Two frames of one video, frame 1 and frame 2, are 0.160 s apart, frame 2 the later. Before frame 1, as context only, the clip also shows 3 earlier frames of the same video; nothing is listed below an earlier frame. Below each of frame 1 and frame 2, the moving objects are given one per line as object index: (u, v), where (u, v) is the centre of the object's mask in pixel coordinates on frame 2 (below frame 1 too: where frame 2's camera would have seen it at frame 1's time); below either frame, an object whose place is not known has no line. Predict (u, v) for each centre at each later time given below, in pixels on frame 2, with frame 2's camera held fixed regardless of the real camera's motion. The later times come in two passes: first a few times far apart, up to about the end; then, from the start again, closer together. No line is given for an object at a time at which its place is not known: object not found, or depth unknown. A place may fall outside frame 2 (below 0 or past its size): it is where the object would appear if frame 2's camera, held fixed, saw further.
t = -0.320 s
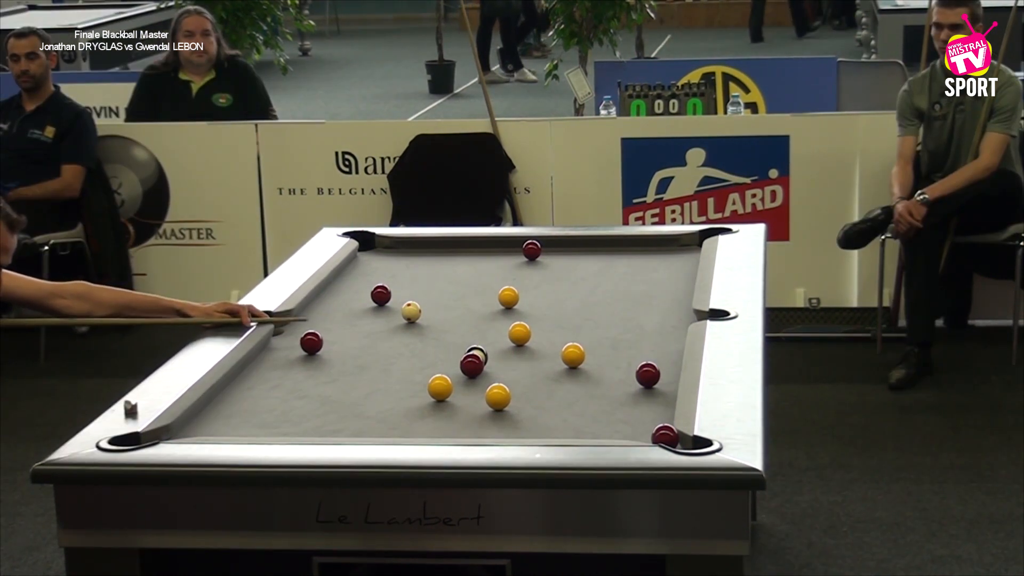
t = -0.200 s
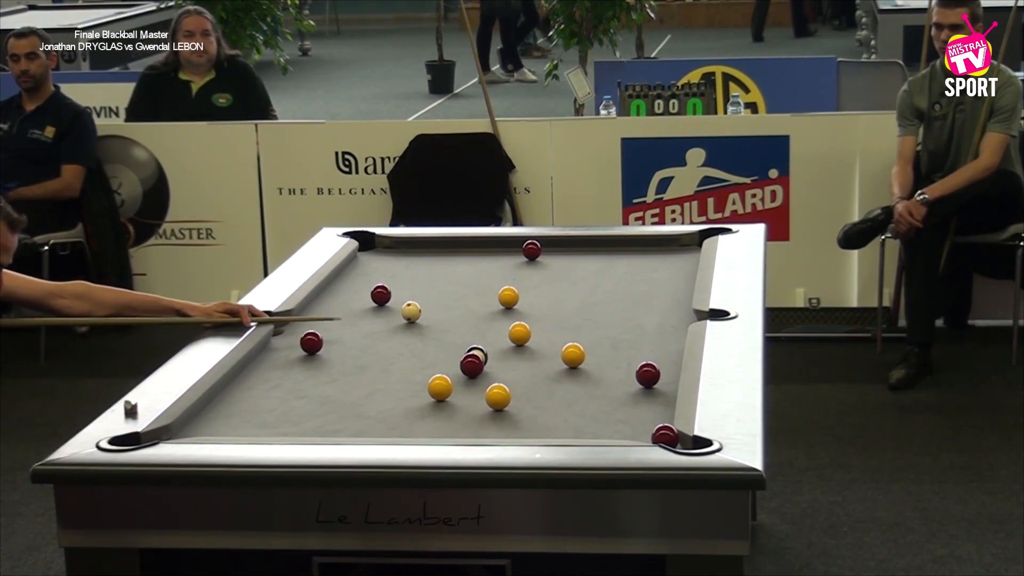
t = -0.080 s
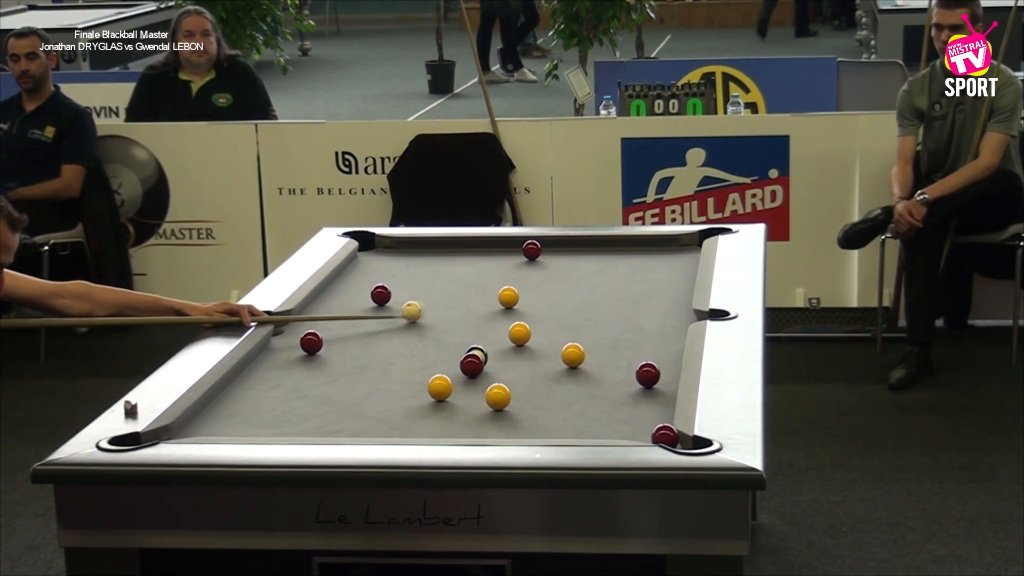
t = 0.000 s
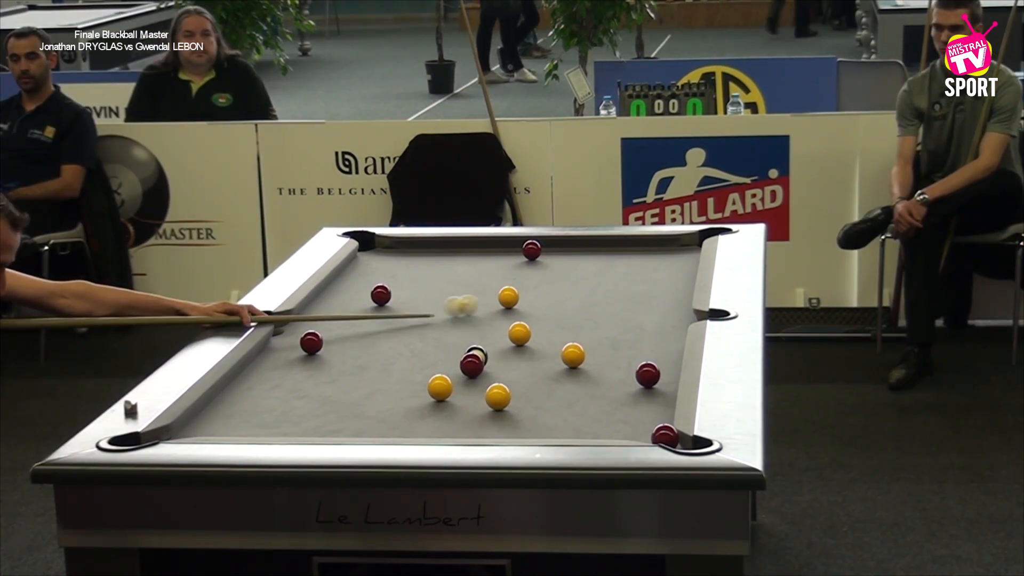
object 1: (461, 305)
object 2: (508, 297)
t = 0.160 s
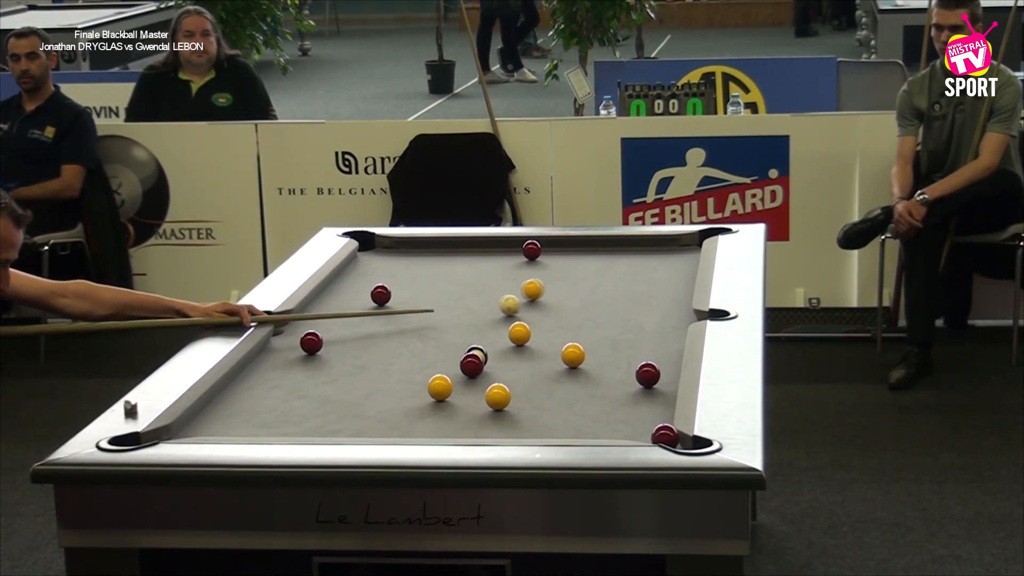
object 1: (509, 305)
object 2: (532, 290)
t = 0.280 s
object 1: (524, 308)
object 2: (556, 282)
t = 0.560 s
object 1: (557, 317)
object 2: (605, 268)
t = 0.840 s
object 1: (588, 325)
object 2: (649, 254)
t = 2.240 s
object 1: (645, 353)
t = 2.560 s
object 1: (631, 357)
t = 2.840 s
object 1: (622, 358)
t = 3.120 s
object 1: (617, 359)
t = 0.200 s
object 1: (514, 306)
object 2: (540, 287)
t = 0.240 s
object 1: (519, 307)
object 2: (548, 285)
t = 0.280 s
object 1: (524, 308)
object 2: (556, 282)
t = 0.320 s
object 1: (529, 310)
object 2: (563, 280)
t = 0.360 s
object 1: (534, 311)
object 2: (570, 278)
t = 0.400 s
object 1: (538, 312)
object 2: (577, 276)
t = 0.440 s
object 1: (543, 313)
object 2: (585, 274)
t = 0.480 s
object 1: (548, 315)
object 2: (591, 272)
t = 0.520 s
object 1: (552, 316)
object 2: (598, 270)
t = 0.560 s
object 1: (557, 317)
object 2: (605, 268)
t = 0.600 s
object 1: (562, 318)
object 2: (612, 266)
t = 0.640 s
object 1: (566, 319)
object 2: (618, 264)
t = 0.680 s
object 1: (571, 321)
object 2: (624, 262)
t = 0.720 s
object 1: (575, 322)
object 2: (630, 260)
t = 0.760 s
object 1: (580, 323)
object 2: (637, 258)
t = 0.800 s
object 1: (584, 324)
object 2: (643, 256)
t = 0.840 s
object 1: (588, 325)
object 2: (649, 254)
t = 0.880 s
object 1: (593, 326)
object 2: (655, 253)
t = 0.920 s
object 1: (597, 327)
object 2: (661, 251)
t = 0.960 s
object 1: (601, 328)
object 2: (666, 249)
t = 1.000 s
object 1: (605, 329)
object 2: (672, 247)
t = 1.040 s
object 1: (609, 331)
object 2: (677, 246)
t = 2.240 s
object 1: (645, 353)
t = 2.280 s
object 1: (643, 353)
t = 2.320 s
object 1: (641, 353)
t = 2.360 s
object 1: (639, 354)
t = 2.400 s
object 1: (638, 354)
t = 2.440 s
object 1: (636, 355)
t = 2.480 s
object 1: (634, 356)
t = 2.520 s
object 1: (633, 356)
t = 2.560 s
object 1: (631, 357)
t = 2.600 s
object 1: (630, 357)
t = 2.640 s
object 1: (628, 357)
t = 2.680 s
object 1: (627, 357)
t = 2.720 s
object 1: (626, 358)
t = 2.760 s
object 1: (624, 358)
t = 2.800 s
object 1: (623, 358)
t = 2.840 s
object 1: (622, 358)
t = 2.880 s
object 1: (621, 359)
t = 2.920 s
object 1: (620, 359)
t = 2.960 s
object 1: (620, 359)
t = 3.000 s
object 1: (619, 359)
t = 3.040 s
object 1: (618, 359)
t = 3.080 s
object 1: (618, 359)
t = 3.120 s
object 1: (617, 359)
